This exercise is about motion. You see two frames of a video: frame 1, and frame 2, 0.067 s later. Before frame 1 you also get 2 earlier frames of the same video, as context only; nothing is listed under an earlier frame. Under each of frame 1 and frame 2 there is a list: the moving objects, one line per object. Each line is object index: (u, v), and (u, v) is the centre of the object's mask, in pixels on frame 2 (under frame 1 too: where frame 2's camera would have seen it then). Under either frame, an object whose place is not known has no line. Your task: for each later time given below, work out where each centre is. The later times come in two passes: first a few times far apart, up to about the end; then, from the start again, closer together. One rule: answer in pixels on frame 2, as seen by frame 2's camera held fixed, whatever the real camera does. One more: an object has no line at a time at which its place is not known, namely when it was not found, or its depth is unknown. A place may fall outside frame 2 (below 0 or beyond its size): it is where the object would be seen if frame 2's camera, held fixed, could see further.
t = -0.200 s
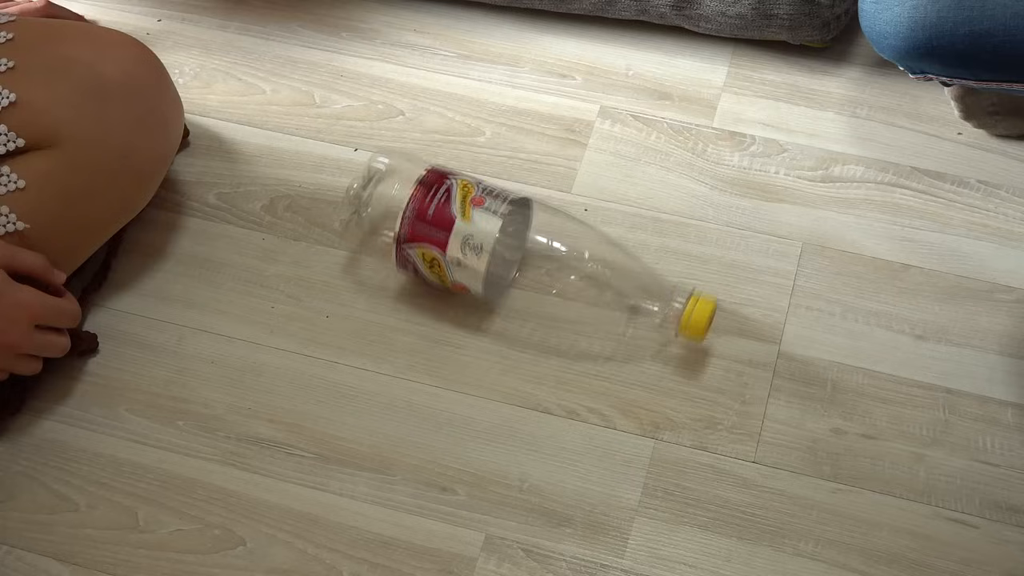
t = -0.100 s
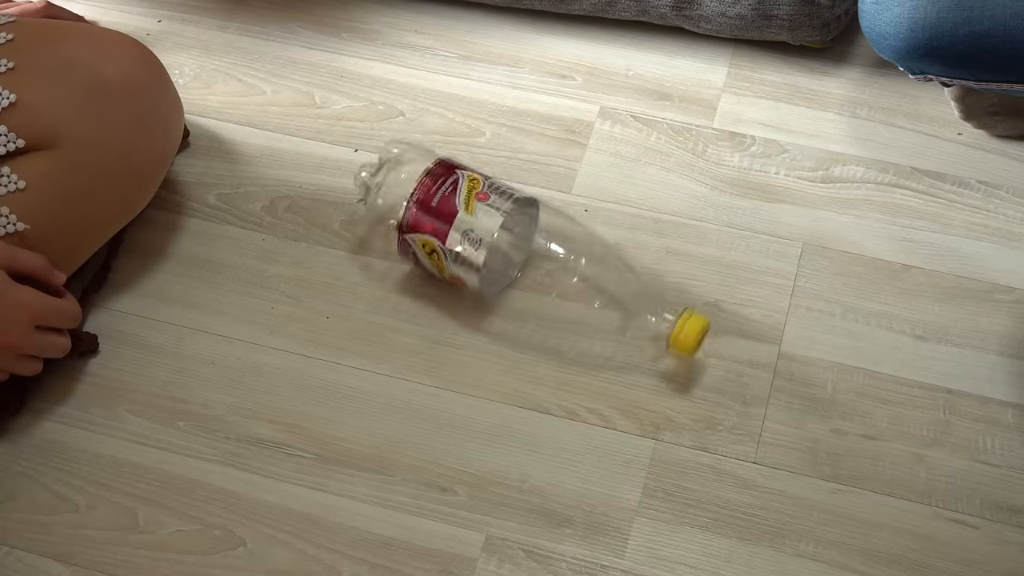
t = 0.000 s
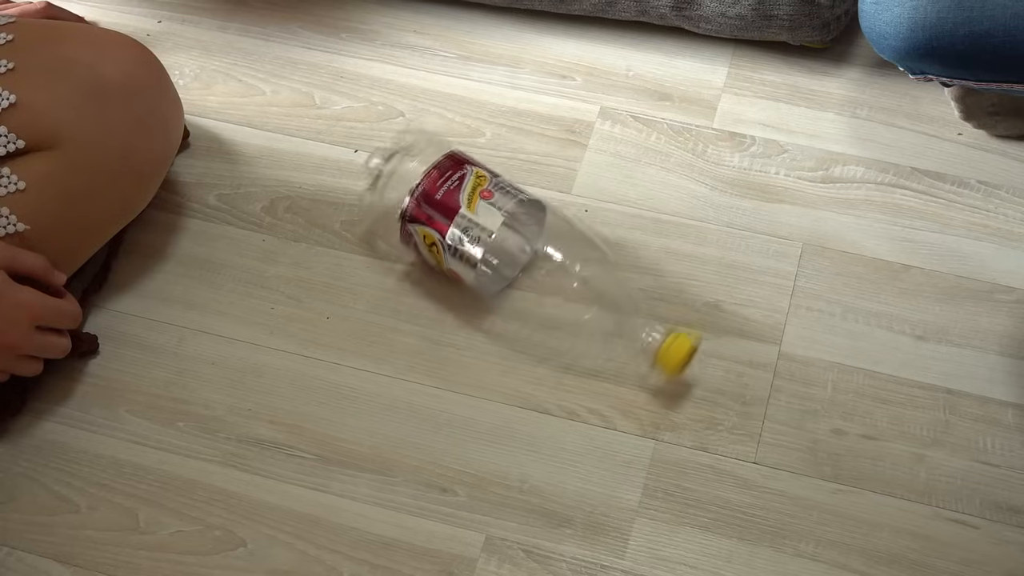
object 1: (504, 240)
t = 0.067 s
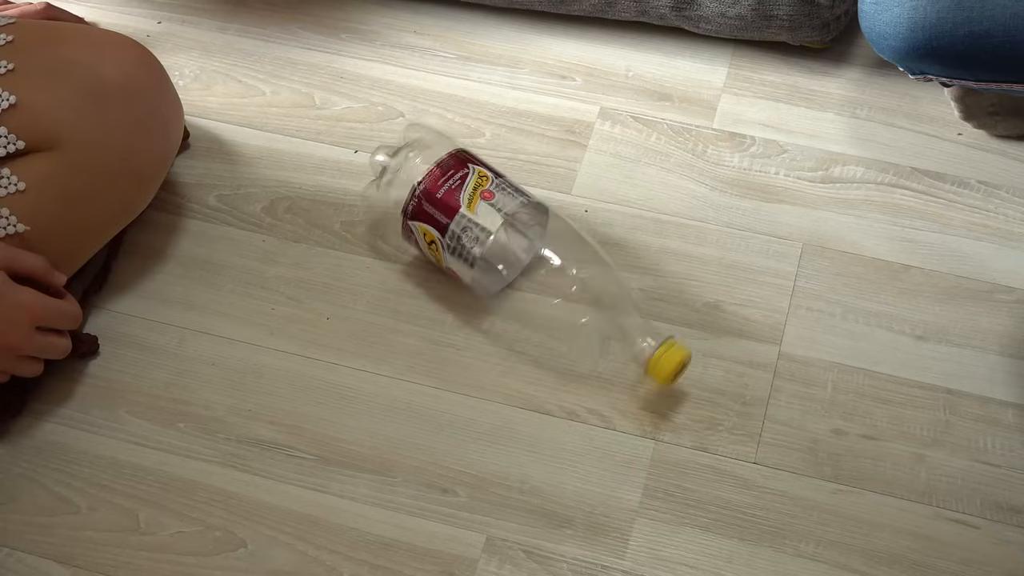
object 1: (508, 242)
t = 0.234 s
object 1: (501, 240)
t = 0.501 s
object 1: (509, 255)
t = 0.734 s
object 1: (519, 253)
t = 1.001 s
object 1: (520, 262)
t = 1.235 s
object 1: (514, 260)
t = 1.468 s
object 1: (515, 259)
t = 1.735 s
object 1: (523, 257)
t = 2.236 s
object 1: (520, 251)
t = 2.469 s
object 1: (524, 255)
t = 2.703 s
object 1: (526, 256)
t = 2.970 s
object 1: (522, 252)
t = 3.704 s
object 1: (527, 255)
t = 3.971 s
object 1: (526, 252)
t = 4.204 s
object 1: (529, 255)
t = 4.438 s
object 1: (529, 257)
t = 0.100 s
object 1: (508, 242)
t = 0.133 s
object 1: (506, 240)
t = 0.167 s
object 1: (503, 239)
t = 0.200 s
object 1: (502, 240)
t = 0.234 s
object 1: (501, 240)
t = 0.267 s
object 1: (508, 258)
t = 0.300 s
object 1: (509, 259)
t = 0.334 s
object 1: (509, 259)
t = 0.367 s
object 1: (509, 261)
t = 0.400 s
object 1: (508, 260)
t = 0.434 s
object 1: (508, 255)
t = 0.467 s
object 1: (508, 255)
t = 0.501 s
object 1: (509, 255)
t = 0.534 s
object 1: (510, 255)
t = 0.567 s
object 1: (511, 255)
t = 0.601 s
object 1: (512, 258)
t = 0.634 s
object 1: (514, 256)
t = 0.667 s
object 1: (516, 255)
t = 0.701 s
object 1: (517, 255)
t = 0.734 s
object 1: (519, 253)
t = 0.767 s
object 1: (519, 256)
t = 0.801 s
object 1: (520, 258)
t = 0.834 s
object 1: (521, 259)
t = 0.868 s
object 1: (521, 258)
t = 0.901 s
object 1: (521, 259)
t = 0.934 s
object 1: (521, 260)
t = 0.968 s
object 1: (520, 261)
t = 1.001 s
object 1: (520, 262)
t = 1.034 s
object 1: (518, 262)
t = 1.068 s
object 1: (517, 262)
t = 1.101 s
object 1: (516, 261)
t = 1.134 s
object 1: (516, 260)
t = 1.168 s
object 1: (515, 260)
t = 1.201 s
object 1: (514, 260)
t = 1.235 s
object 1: (514, 260)
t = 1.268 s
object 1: (513, 260)
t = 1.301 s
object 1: (513, 260)
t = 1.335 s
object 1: (513, 259)
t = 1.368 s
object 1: (513, 259)
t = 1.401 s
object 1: (514, 259)
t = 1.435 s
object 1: (514, 256)
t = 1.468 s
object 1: (515, 259)
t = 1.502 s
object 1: (516, 260)
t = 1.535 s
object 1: (518, 257)
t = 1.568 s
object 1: (520, 260)
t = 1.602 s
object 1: (521, 256)
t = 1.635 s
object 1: (522, 260)
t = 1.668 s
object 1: (522, 257)
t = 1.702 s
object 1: (522, 257)
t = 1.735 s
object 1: (523, 257)
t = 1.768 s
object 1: (523, 257)
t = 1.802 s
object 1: (524, 259)
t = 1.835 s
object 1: (524, 258)
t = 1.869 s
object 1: (524, 257)
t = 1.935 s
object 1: (523, 255)
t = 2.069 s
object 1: (520, 253)
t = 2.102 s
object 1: (520, 252)
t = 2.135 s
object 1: (519, 252)
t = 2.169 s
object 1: (519, 251)
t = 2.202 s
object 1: (519, 251)
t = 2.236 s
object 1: (520, 251)
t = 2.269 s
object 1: (520, 251)
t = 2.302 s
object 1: (521, 252)
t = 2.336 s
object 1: (521, 253)
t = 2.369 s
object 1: (522, 253)
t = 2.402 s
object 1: (523, 254)
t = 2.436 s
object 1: (524, 254)
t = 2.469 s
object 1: (524, 255)
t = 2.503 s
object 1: (525, 256)
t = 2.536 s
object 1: (526, 256)
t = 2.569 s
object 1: (526, 257)
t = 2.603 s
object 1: (526, 257)
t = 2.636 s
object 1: (527, 257)
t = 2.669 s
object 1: (527, 257)
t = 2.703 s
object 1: (526, 256)
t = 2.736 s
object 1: (526, 256)
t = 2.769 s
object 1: (525, 256)
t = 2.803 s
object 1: (525, 256)
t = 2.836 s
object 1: (524, 255)
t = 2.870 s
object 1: (524, 254)
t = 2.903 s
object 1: (523, 253)
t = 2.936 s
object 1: (523, 253)
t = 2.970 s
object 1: (522, 252)
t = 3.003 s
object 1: (523, 252)
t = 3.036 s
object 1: (522, 252)
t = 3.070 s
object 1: (522, 253)
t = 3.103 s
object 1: (523, 253)
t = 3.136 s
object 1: (523, 253)
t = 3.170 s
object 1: (523, 253)
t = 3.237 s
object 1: (524, 255)
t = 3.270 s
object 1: (525, 255)
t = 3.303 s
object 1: (525, 256)
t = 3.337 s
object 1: (526, 257)
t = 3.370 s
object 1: (527, 257)
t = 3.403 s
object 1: (527, 257)
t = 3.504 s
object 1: (528, 257)
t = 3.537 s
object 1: (528, 257)
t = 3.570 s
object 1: (528, 257)
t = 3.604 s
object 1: (527, 257)
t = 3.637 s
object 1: (527, 257)
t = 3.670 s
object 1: (527, 256)
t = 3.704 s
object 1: (527, 255)
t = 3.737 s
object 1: (527, 254)
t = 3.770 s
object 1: (527, 253)
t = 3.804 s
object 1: (527, 252)
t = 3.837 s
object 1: (526, 252)
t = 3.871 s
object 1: (526, 252)
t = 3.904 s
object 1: (526, 252)
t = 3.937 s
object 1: (526, 252)
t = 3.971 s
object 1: (526, 252)
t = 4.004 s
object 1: (527, 252)
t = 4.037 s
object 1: (527, 252)
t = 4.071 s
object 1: (527, 253)
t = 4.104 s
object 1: (528, 253)
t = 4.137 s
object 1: (528, 254)
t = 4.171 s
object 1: (528, 254)
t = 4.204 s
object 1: (529, 255)
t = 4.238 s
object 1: (529, 256)
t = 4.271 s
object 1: (529, 256)
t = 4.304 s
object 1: (529, 256)
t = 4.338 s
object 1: (529, 257)
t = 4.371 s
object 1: (529, 257)
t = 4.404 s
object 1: (528, 257)
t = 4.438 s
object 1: (529, 257)
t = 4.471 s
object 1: (529, 257)
